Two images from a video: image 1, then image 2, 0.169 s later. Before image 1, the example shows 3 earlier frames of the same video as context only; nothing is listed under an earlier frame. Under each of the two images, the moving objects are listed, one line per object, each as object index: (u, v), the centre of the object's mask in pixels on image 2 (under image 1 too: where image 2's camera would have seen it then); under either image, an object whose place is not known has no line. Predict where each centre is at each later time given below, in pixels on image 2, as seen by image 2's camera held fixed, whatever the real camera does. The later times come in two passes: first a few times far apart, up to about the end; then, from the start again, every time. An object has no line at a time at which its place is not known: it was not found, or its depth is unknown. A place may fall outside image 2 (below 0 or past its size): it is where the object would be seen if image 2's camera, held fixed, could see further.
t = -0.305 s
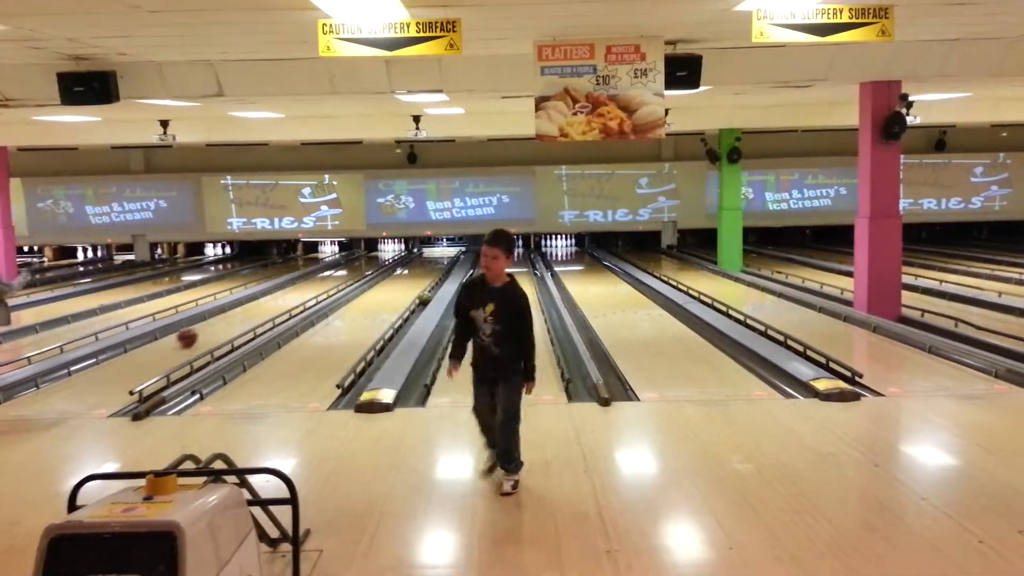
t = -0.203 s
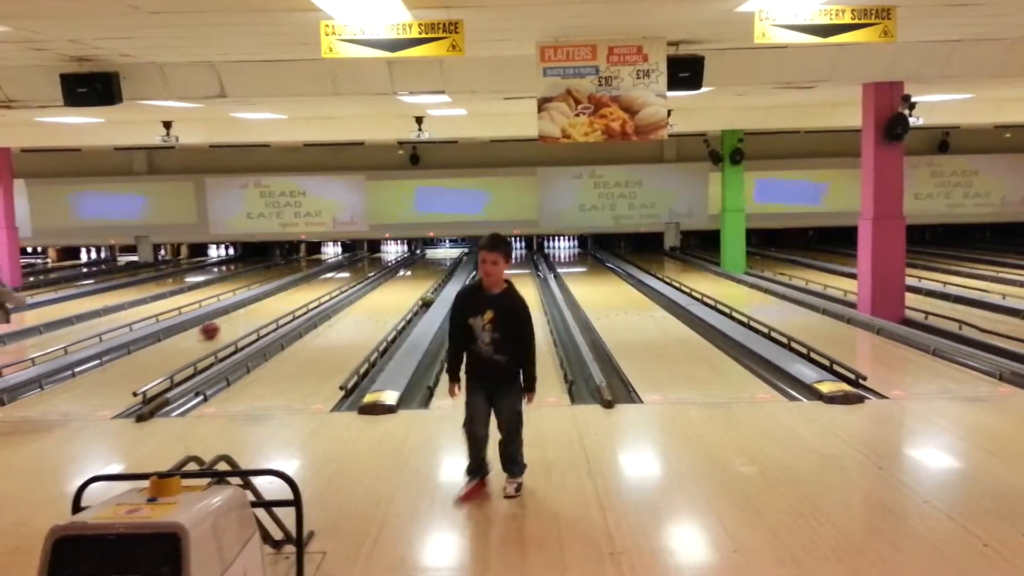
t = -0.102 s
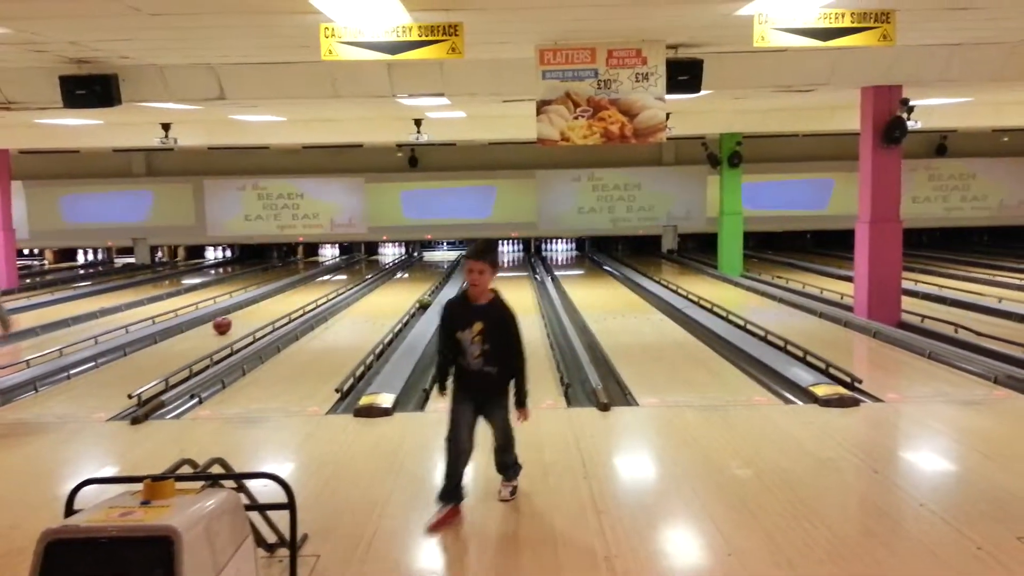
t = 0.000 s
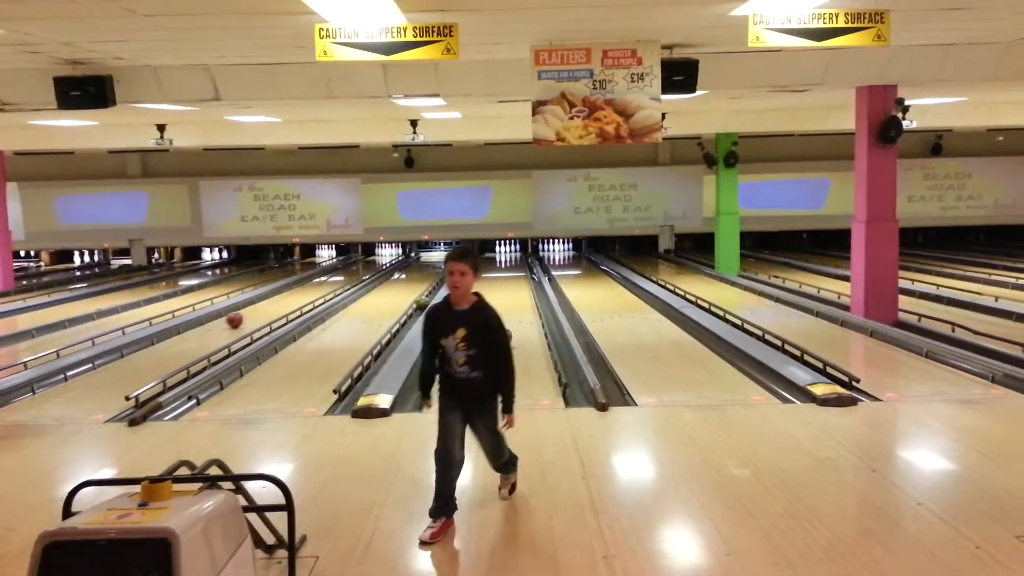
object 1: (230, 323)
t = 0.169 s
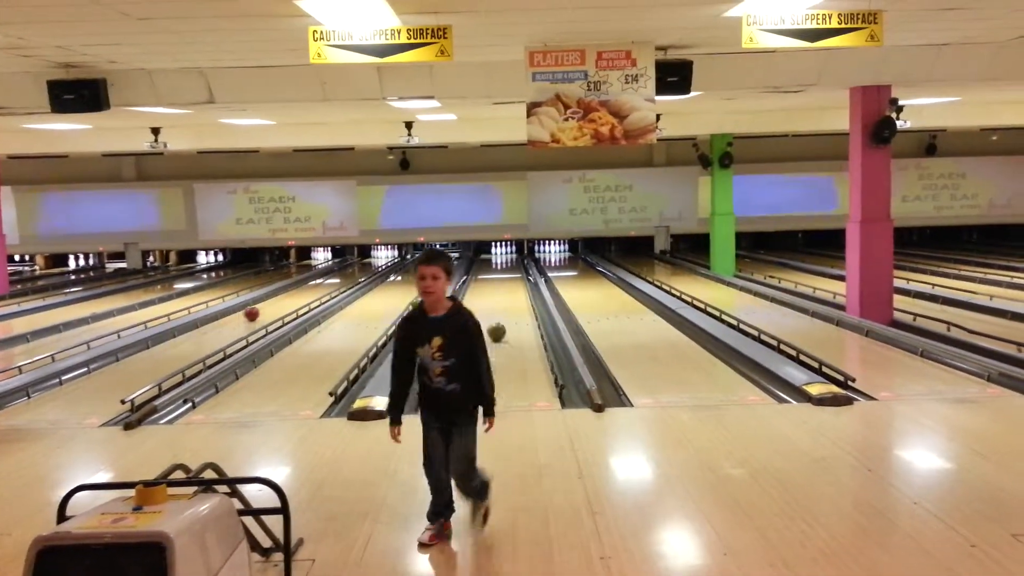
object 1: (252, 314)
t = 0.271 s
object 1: (263, 309)
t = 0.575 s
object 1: (290, 297)
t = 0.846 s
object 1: (308, 290)
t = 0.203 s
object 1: (256, 313)
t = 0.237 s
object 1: (259, 311)
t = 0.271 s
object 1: (263, 309)
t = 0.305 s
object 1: (266, 307)
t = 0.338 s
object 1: (269, 306)
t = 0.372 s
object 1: (272, 304)
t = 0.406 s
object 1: (274, 303)
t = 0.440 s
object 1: (278, 302)
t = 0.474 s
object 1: (281, 301)
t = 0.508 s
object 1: (284, 300)
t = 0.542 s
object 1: (287, 299)
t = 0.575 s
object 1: (290, 297)
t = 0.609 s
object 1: (293, 297)
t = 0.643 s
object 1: (294, 295)
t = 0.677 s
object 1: (296, 294)
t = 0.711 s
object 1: (296, 293)
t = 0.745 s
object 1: (300, 292)
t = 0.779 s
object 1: (303, 291)
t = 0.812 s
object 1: (306, 290)
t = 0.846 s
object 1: (308, 290)
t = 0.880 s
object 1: (309, 288)
